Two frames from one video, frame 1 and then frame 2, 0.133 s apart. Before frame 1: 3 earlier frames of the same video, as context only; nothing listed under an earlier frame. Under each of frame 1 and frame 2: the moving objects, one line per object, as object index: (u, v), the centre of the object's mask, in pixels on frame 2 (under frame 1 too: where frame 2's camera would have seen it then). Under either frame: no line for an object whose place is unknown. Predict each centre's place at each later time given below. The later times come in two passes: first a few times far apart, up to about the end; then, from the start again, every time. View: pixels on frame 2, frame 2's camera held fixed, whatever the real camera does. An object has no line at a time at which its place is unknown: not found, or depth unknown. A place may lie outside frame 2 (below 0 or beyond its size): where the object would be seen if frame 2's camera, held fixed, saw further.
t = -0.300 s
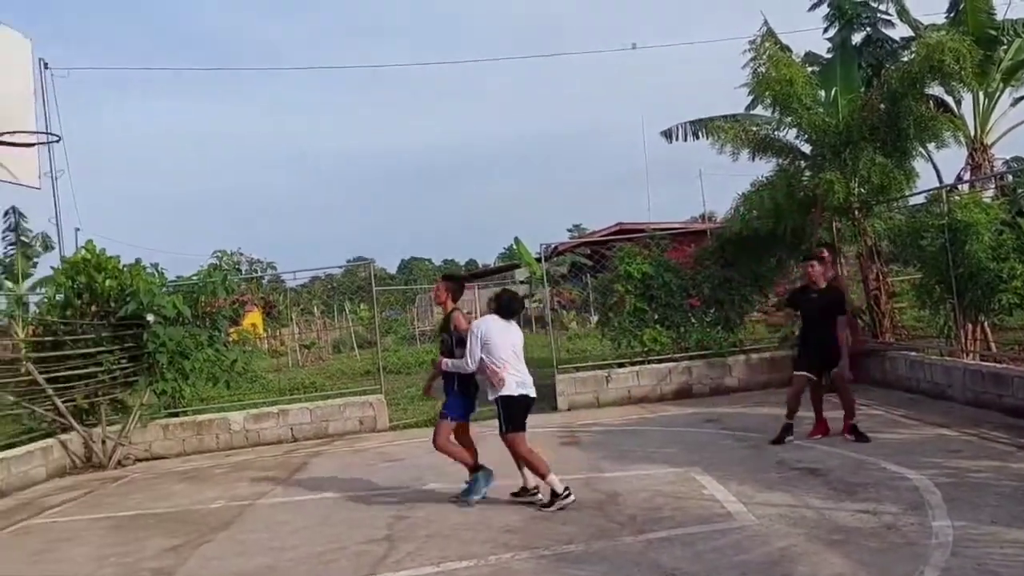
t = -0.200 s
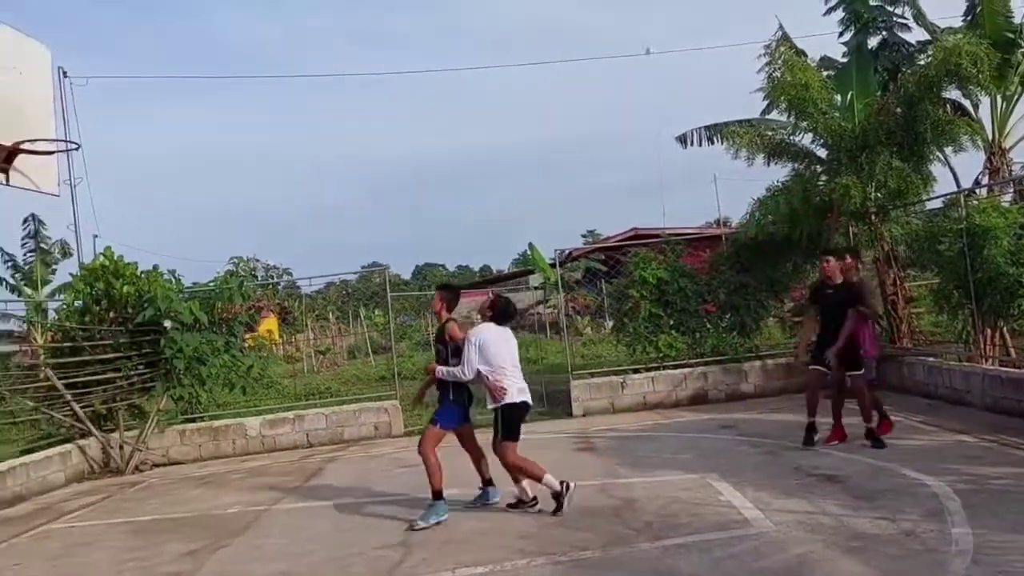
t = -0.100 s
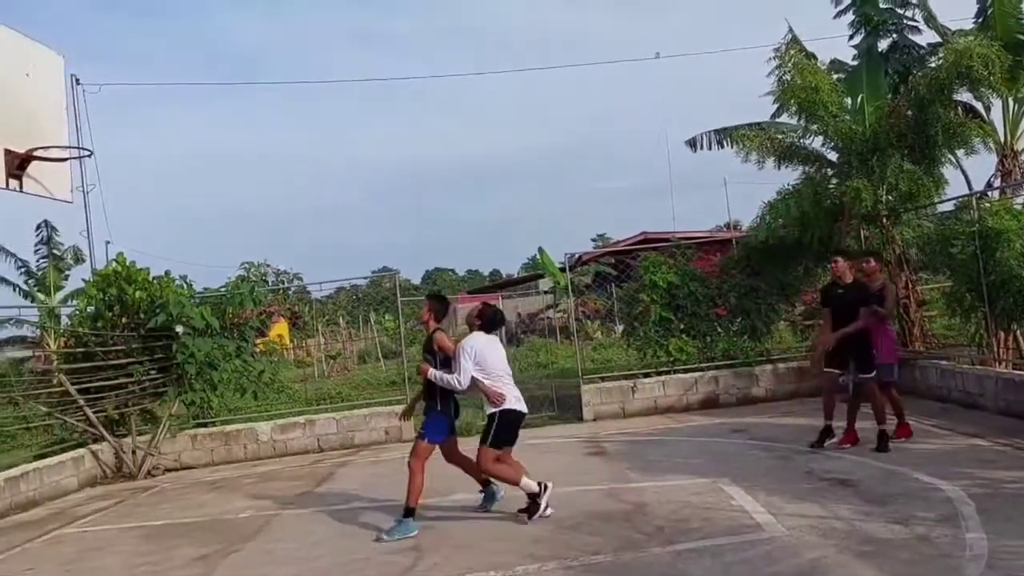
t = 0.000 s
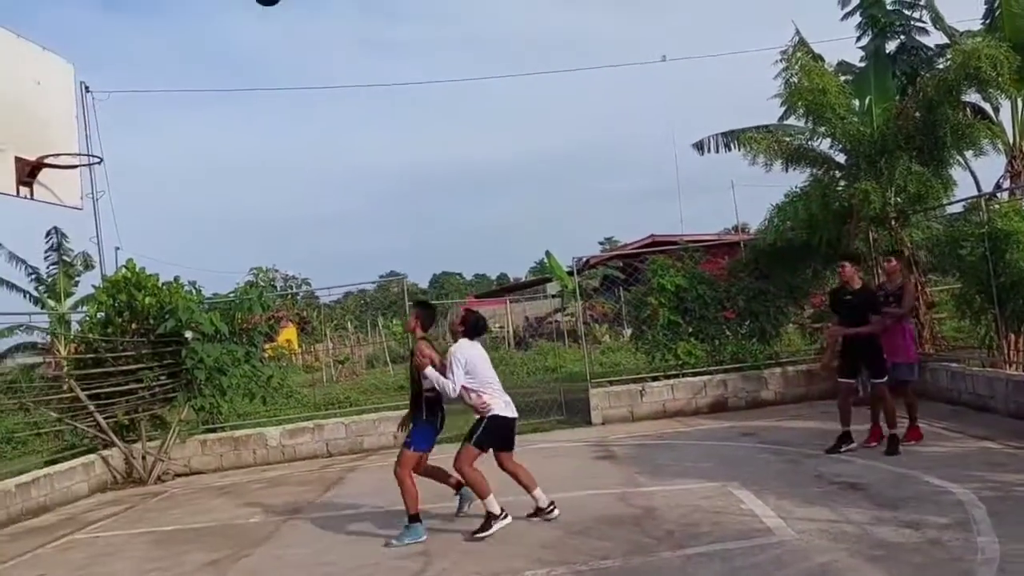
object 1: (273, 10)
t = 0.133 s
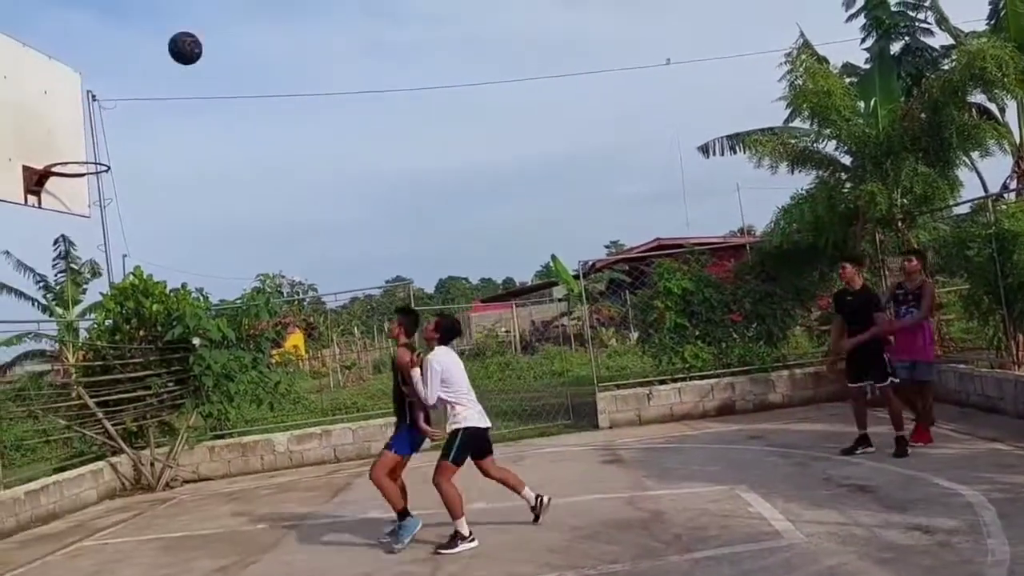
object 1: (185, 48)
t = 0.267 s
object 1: (96, 126)
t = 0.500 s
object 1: (7, 105)
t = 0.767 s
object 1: (24, 88)
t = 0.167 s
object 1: (163, 65)
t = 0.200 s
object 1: (141, 83)
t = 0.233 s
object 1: (118, 103)
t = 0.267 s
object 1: (96, 126)
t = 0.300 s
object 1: (74, 148)
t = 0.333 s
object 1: (60, 139)
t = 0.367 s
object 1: (47, 130)
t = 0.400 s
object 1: (34, 122)
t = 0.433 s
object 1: (21, 116)
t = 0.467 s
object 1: (10, 111)
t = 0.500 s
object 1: (7, 105)
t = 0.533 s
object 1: (7, 97)
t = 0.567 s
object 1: (9, 91)
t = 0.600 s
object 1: (10, 87)
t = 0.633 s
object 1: (12, 84)
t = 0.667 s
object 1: (15, 83)
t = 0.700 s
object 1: (17, 83)
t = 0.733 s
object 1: (21, 85)
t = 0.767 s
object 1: (24, 88)
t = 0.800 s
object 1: (27, 94)
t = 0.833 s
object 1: (31, 101)
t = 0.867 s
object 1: (35, 109)
